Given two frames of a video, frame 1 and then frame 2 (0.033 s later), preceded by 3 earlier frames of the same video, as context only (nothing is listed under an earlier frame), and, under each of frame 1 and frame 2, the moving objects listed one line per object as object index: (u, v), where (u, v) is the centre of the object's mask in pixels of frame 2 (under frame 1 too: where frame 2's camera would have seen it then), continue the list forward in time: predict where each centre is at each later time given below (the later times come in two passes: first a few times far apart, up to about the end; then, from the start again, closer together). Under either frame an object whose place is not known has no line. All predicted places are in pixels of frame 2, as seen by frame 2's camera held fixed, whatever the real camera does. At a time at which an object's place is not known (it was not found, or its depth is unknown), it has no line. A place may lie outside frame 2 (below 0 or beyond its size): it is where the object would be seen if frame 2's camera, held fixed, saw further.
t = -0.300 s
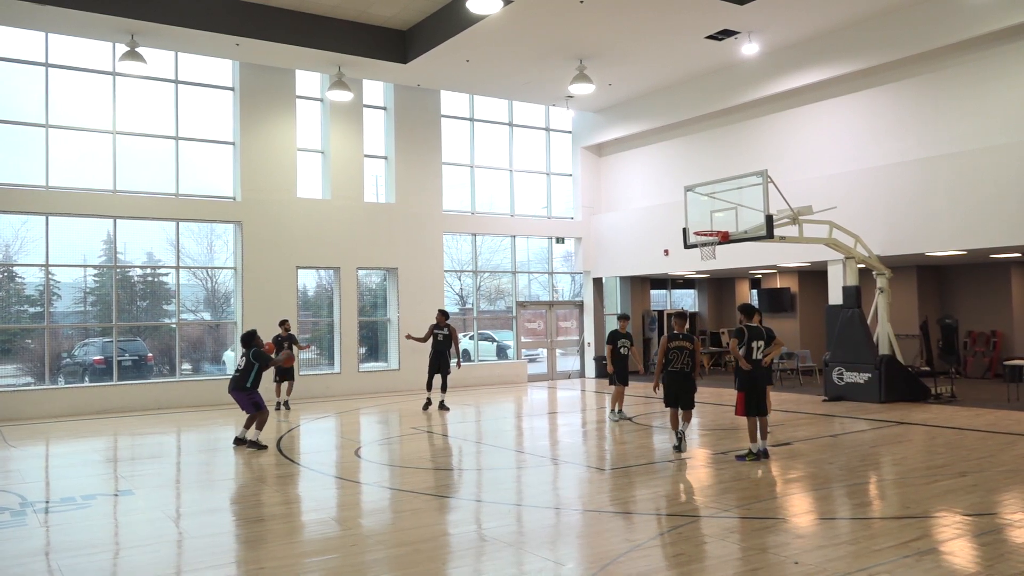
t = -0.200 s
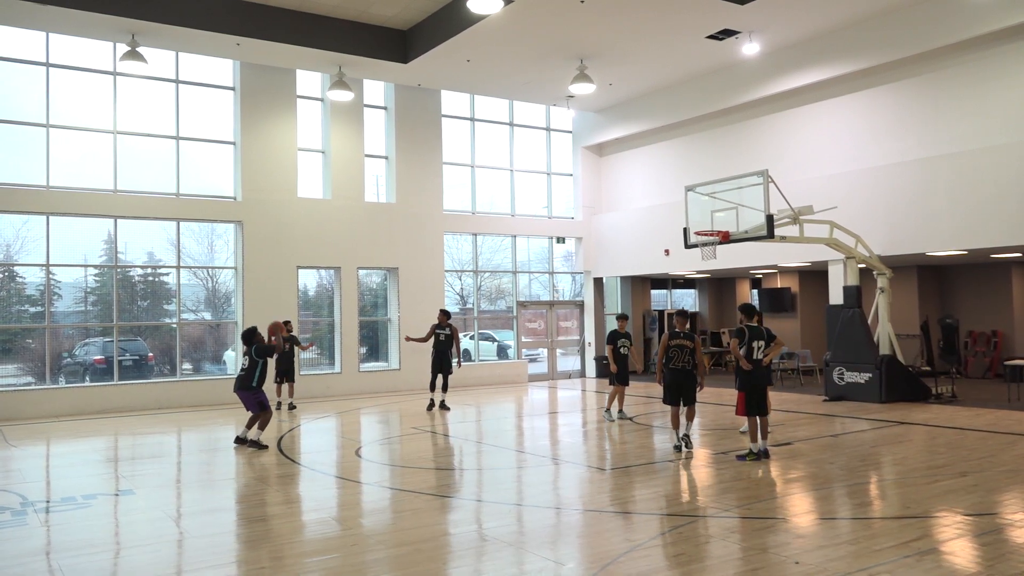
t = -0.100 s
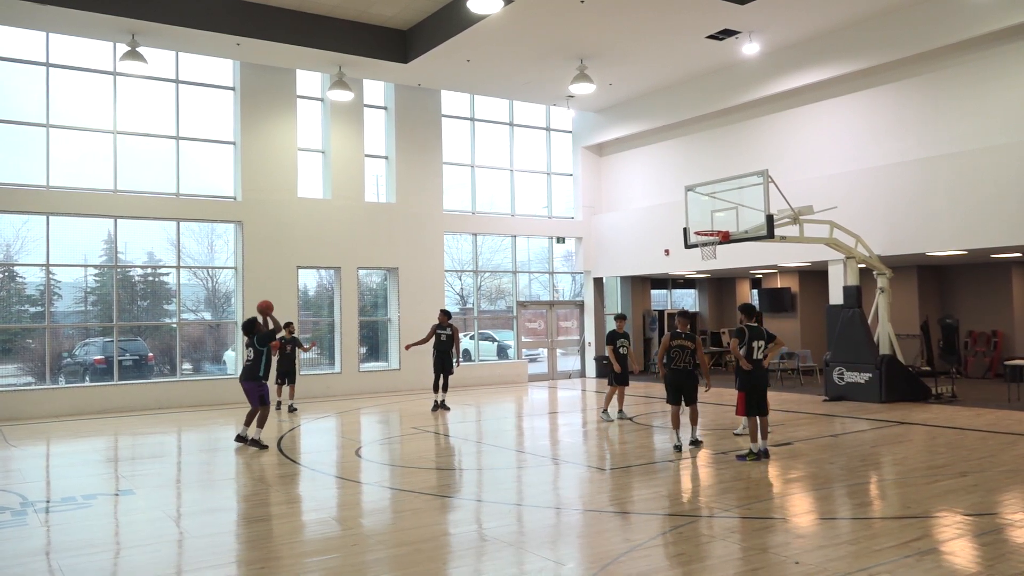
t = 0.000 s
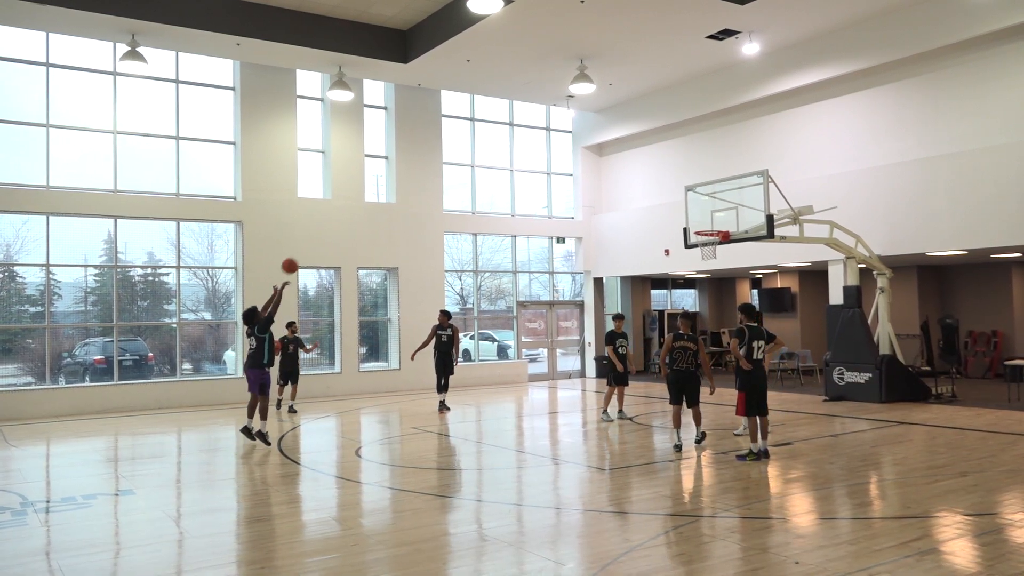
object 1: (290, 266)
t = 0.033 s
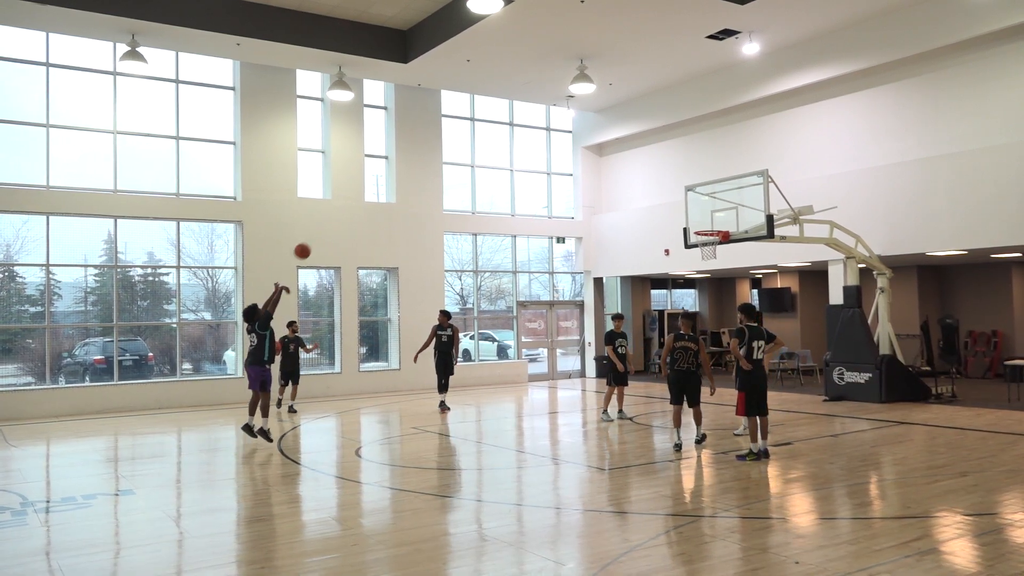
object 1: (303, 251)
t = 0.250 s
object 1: (383, 176)
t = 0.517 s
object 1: (473, 129)
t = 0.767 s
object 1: (553, 127)
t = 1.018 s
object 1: (629, 162)
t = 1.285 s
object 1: (703, 229)
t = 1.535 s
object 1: (700, 241)
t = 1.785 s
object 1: (701, 248)
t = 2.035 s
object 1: (717, 275)
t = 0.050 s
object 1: (309, 244)
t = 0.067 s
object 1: (315, 237)
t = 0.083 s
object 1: (321, 230)
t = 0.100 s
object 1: (328, 224)
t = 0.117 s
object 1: (334, 218)
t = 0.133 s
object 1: (340, 212)
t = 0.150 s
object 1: (346, 206)
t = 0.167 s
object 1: (352, 200)
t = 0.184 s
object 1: (358, 195)
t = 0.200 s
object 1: (364, 190)
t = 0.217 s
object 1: (370, 186)
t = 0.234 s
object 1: (376, 180)
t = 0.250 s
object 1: (383, 176)
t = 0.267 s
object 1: (388, 171)
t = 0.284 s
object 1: (394, 167)
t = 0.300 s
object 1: (400, 163)
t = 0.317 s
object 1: (406, 160)
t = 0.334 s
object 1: (412, 156)
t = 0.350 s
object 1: (417, 153)
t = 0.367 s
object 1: (423, 150)
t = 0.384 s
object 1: (429, 147)
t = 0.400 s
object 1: (435, 144)
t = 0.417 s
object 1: (440, 142)
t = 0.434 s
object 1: (445, 139)
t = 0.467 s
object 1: (457, 135)
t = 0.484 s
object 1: (462, 133)
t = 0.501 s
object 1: (468, 131)
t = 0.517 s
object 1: (473, 129)
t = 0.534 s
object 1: (479, 128)
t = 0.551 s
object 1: (484, 127)
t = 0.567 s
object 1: (490, 126)
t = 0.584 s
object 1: (495, 125)
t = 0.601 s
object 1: (501, 124)
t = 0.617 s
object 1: (506, 124)
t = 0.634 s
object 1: (511, 124)
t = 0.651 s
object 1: (516, 123)
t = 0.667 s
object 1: (522, 124)
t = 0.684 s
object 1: (527, 124)
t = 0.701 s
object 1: (532, 124)
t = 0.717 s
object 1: (538, 124)
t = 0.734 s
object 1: (543, 125)
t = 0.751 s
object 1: (548, 126)
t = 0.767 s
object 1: (553, 127)
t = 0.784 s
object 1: (558, 128)
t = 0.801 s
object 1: (564, 130)
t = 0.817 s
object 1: (569, 131)
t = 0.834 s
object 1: (574, 133)
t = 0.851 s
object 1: (579, 135)
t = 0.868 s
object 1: (584, 137)
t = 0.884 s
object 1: (589, 139)
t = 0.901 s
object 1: (594, 142)
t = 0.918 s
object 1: (599, 144)
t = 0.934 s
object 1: (604, 147)
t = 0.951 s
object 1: (609, 149)
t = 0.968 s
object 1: (614, 152)
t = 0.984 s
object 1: (619, 155)
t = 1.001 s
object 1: (624, 159)
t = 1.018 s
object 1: (629, 162)
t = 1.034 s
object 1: (634, 165)
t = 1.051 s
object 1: (639, 169)
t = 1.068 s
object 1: (644, 173)
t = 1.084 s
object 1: (648, 177)
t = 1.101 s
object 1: (653, 181)
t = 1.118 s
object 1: (658, 186)
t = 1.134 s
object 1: (663, 190)
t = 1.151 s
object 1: (668, 195)
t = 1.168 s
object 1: (673, 199)
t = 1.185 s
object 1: (678, 204)
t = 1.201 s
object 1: (682, 209)
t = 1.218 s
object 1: (687, 214)
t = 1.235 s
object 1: (692, 220)
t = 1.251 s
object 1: (697, 225)
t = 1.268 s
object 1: (700, 227)
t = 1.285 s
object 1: (703, 229)
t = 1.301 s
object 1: (707, 230)
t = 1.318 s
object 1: (712, 232)
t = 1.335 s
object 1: (715, 234)
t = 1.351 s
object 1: (714, 234)
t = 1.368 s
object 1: (716, 234)
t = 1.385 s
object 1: (715, 235)
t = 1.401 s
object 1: (719, 235)
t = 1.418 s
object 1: (707, 240)
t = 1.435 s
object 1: (705, 241)
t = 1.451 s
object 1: (703, 242)
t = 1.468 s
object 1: (702, 242)
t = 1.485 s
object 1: (701, 242)
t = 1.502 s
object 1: (702, 242)
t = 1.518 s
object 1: (700, 241)
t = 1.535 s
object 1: (700, 241)
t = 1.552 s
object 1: (698, 240)
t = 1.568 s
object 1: (699, 240)
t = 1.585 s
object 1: (699, 240)
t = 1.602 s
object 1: (699, 240)
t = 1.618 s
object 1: (699, 240)
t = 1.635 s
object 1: (699, 240)
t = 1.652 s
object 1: (699, 241)
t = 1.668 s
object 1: (699, 241)
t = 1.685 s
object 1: (698, 242)
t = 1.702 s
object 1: (698, 243)
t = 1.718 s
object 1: (698, 244)
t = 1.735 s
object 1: (699, 245)
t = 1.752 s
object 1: (699, 246)
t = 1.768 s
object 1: (700, 247)
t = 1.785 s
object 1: (701, 248)
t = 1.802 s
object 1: (702, 250)
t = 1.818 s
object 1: (702, 250)
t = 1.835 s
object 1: (703, 251)
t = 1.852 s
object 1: (704, 252)
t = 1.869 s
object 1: (705, 253)
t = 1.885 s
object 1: (706, 255)
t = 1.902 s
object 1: (707, 257)
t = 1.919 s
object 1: (708, 259)
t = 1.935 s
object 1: (709, 260)
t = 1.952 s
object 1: (710, 262)
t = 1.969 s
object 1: (712, 265)
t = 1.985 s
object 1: (713, 267)
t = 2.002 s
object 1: (714, 269)
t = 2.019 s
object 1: (715, 272)
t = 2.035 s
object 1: (717, 275)
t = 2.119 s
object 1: (721, 291)
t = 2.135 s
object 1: (723, 296)
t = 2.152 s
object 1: (724, 299)
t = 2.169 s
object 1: (725, 303)
